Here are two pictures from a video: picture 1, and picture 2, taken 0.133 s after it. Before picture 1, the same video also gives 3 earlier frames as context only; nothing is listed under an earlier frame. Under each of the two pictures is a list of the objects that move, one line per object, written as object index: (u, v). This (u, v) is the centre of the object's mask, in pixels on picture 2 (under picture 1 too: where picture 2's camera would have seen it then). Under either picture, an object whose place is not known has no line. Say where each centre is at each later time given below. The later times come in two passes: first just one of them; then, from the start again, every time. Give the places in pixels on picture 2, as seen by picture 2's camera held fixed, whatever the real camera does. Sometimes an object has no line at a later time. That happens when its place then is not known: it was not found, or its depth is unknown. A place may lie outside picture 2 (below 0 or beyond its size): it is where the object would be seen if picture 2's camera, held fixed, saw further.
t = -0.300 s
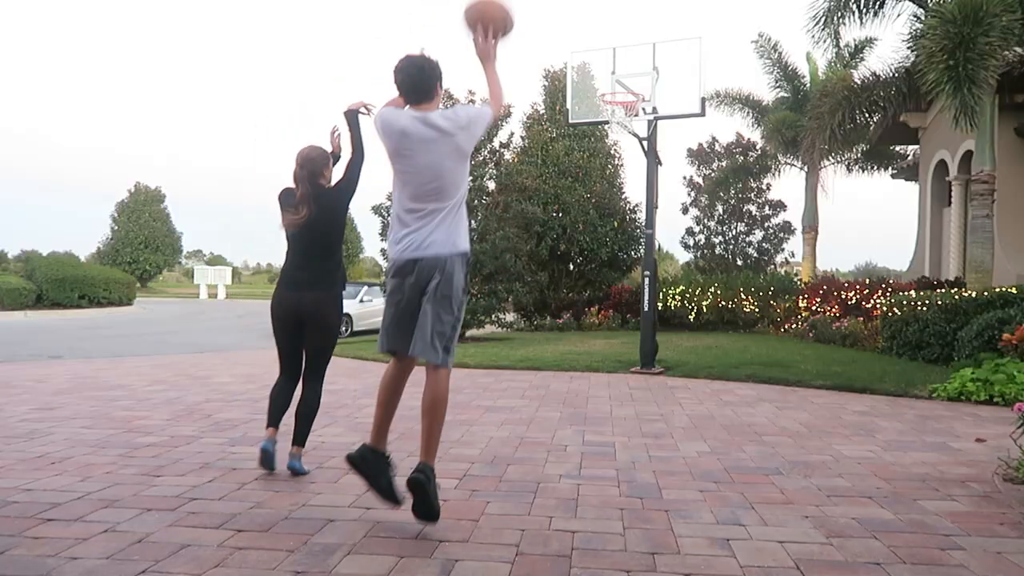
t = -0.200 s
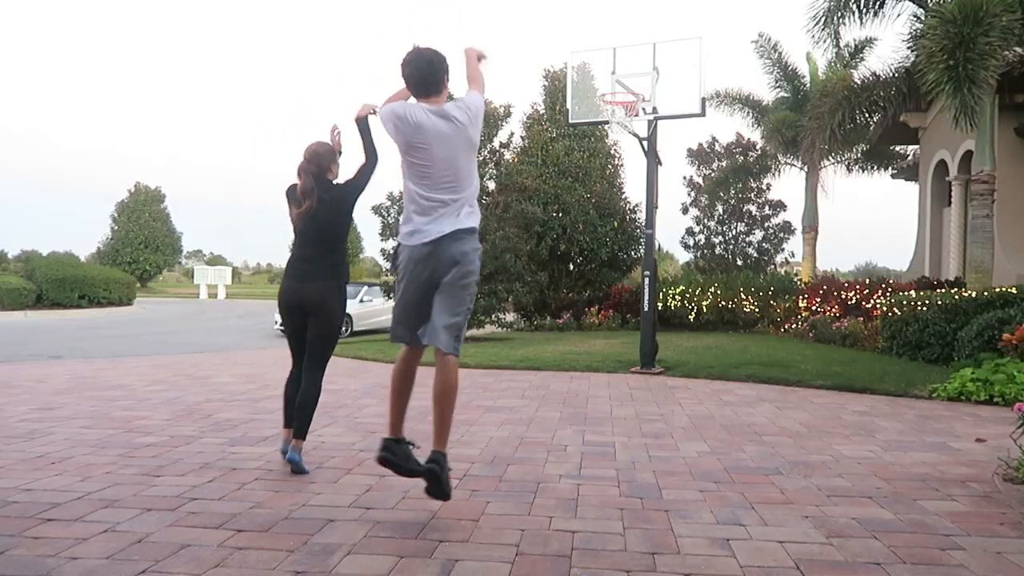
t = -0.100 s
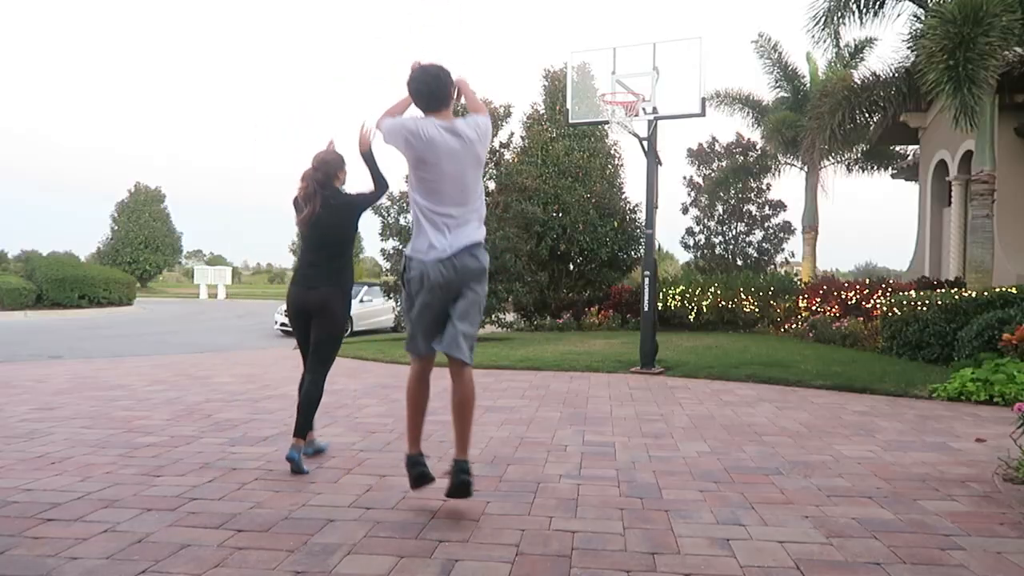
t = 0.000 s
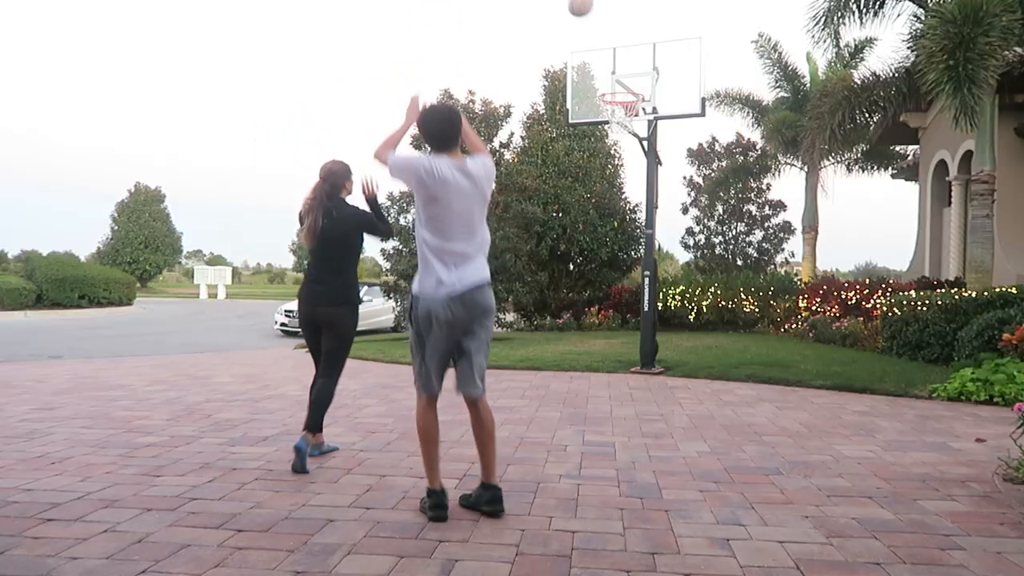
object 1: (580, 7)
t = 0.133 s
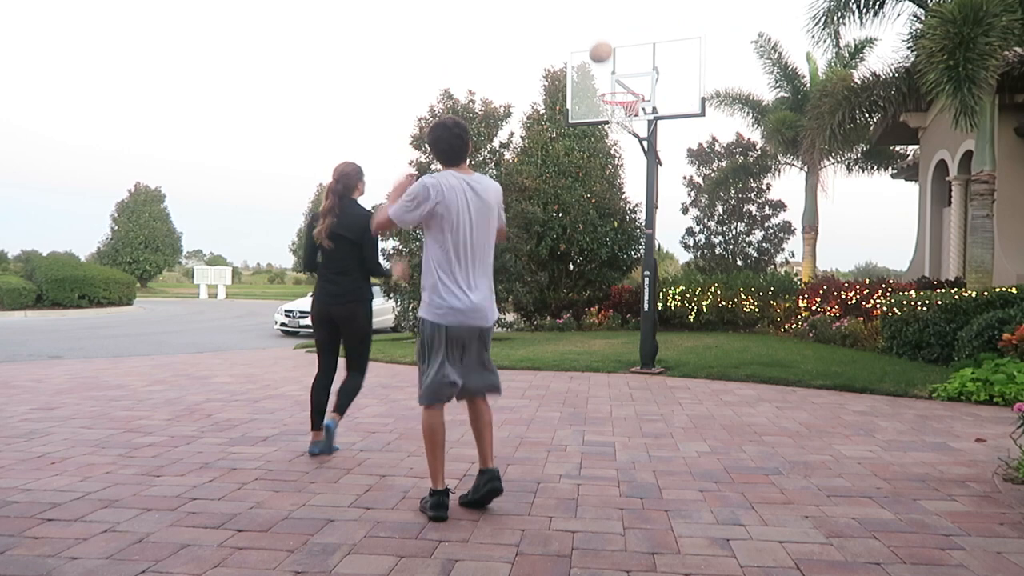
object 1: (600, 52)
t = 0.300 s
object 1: (612, 69)
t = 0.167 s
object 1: (605, 66)
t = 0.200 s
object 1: (609, 80)
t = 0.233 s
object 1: (611, 78)
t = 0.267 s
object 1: (611, 73)
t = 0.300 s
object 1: (612, 69)
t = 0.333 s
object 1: (612, 66)
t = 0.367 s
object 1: (612, 64)
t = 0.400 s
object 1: (612, 63)
